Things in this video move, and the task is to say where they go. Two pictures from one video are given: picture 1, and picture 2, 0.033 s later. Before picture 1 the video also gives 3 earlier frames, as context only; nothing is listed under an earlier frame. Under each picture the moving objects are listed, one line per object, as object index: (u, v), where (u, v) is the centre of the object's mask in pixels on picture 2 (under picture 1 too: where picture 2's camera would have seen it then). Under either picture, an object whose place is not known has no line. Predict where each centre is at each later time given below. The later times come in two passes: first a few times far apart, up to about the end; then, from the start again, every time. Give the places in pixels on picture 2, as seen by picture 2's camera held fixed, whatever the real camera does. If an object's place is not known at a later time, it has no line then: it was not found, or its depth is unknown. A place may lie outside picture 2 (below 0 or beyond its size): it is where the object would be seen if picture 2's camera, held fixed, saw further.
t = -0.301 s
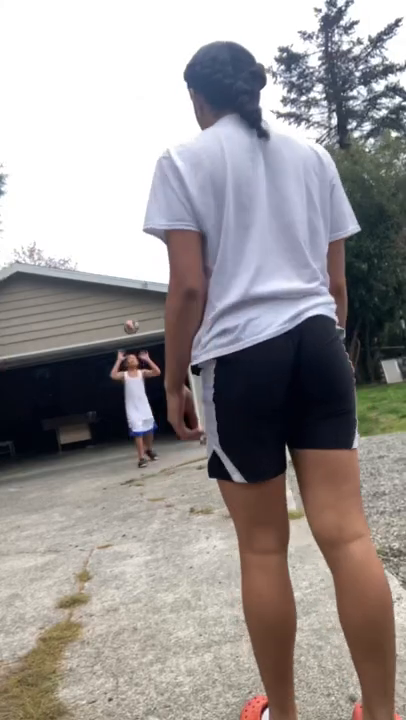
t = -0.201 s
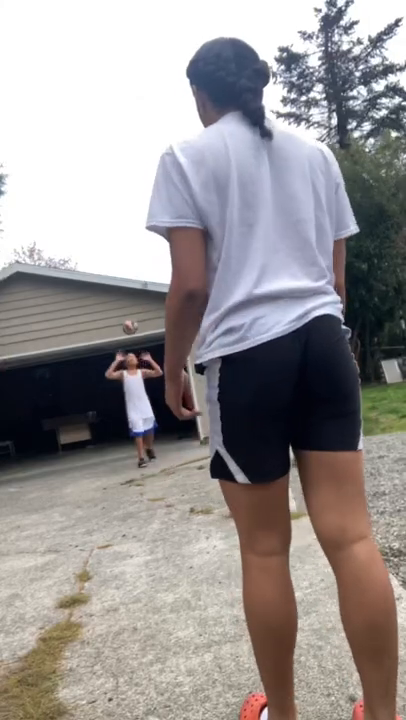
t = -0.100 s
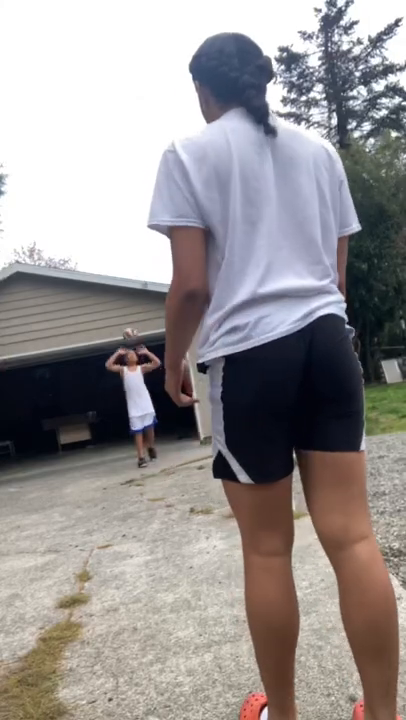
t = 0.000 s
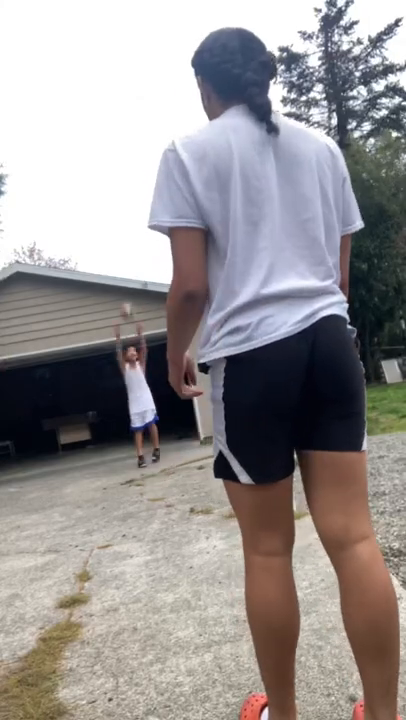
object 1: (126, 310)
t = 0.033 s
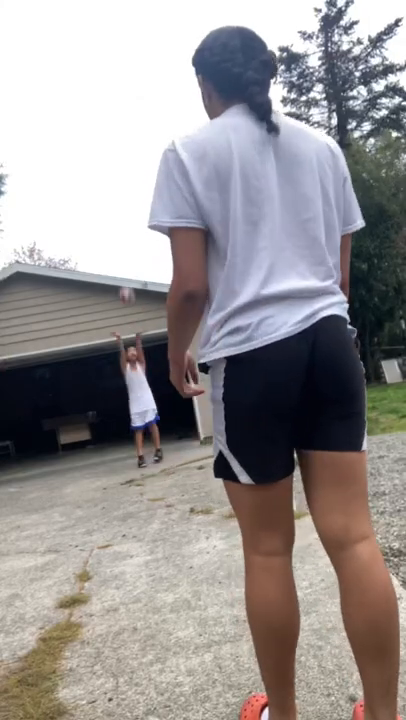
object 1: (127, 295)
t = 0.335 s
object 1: (123, 156)
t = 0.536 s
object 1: (134, 80)
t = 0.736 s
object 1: (159, 30)
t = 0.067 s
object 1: (125, 279)
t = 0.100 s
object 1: (124, 263)
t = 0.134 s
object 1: (123, 247)
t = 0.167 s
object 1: (122, 231)
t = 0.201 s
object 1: (122, 216)
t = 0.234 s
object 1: (122, 200)
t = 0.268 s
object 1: (122, 185)
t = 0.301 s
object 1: (122, 170)
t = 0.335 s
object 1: (123, 156)
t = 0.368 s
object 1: (124, 142)
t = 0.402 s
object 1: (125, 128)
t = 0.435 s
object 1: (127, 115)
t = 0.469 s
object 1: (129, 103)
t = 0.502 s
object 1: (132, 91)
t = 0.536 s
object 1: (134, 80)
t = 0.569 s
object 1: (137, 70)
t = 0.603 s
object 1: (141, 60)
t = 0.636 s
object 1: (145, 51)
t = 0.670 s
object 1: (149, 43)
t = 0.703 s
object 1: (154, 36)
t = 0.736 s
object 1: (159, 30)
